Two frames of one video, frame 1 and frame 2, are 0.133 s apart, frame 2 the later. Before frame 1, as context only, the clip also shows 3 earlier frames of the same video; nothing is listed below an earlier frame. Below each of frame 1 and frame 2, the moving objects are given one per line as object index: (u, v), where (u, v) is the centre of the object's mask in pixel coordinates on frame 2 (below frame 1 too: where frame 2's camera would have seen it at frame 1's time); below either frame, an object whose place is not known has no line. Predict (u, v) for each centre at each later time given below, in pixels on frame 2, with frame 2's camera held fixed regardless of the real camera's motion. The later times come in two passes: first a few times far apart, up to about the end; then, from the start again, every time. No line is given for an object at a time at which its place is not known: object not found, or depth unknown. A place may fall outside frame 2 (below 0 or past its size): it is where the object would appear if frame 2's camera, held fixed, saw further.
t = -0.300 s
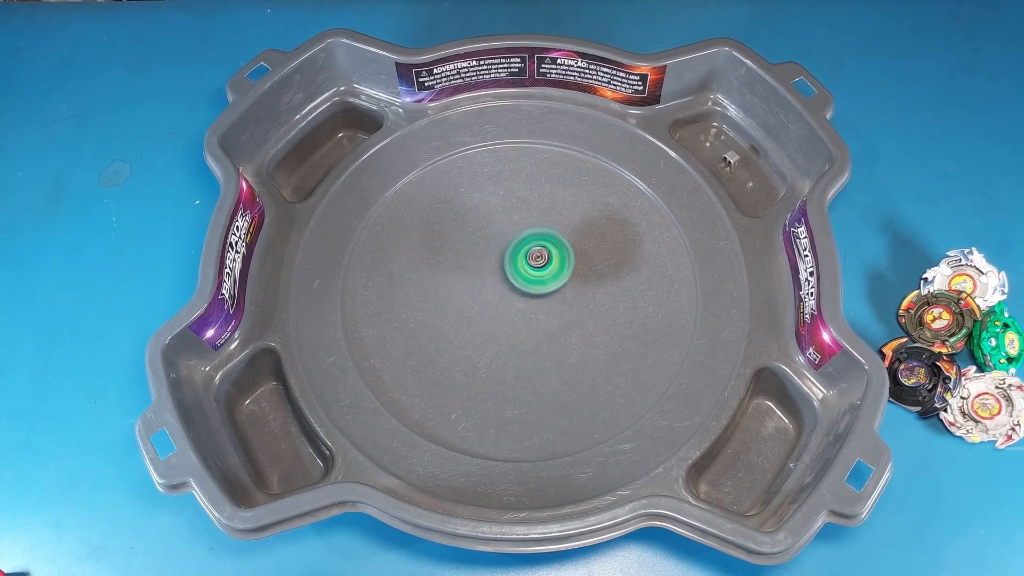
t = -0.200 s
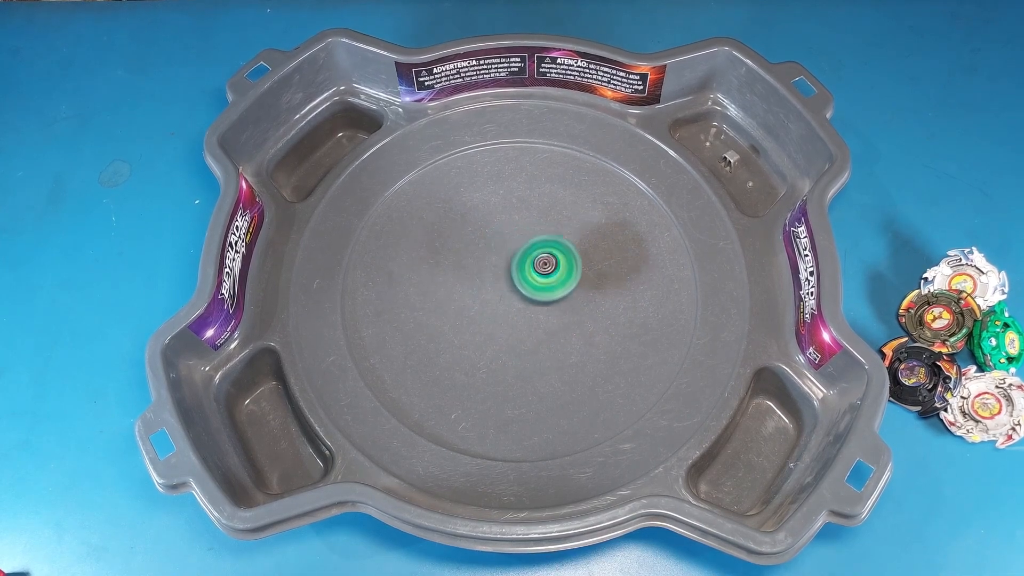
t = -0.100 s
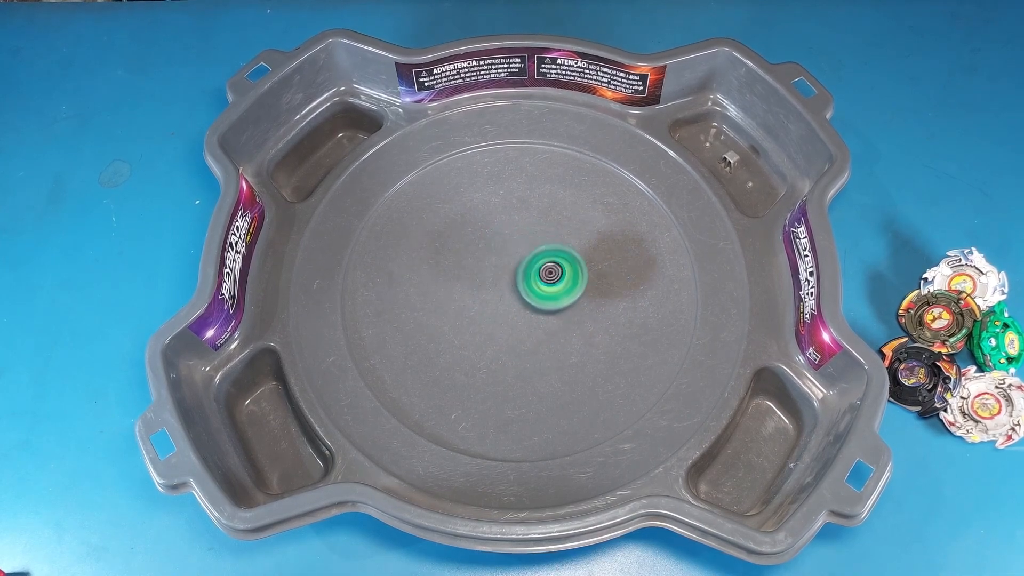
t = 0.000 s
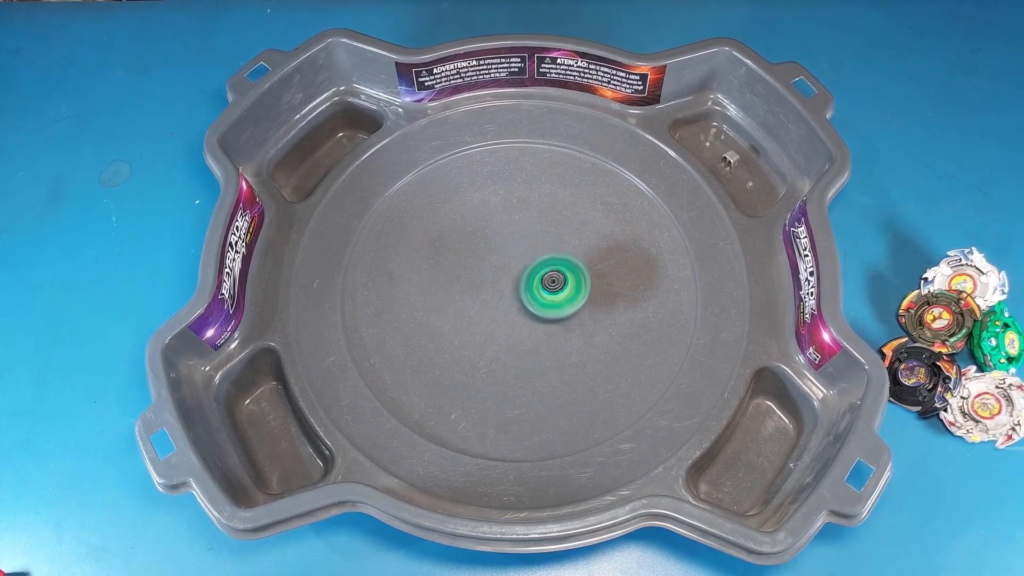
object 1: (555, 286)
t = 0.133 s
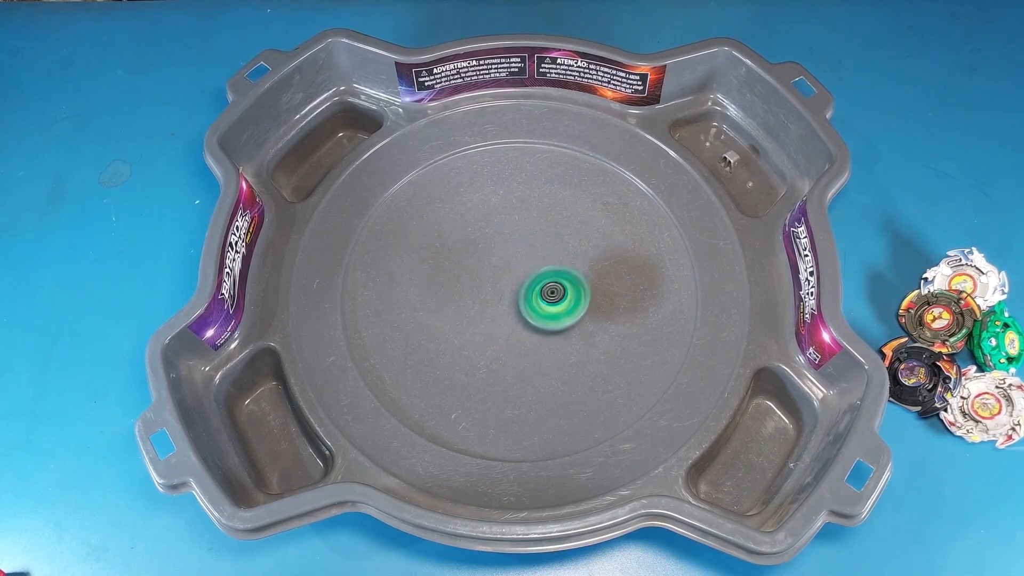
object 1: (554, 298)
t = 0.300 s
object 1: (546, 310)
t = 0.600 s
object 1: (524, 316)
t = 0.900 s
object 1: (504, 303)
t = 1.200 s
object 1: (499, 280)
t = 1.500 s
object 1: (508, 269)
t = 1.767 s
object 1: (522, 272)
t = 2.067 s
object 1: (536, 293)
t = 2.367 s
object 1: (531, 309)
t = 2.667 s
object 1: (513, 310)
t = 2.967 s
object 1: (502, 296)
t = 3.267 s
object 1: (507, 274)
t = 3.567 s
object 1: (525, 265)
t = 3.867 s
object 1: (538, 274)
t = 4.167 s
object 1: (531, 298)
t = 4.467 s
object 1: (522, 302)
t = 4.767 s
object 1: (505, 292)
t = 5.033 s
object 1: (506, 277)
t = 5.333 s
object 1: (512, 275)
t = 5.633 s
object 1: (519, 285)
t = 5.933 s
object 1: (518, 306)
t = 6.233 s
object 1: (506, 316)
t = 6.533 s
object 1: (498, 305)
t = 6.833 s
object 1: (509, 287)
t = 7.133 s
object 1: (531, 279)
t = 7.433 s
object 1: (544, 286)
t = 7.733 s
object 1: (537, 300)
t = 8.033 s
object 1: (517, 299)
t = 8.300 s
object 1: (505, 286)
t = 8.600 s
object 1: (509, 273)
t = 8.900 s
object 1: (523, 274)
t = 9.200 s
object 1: (528, 289)
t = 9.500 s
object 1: (515, 302)
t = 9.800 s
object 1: (502, 297)
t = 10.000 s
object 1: (503, 289)
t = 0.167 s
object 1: (553, 301)
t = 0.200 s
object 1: (551, 304)
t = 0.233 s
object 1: (550, 306)
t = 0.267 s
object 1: (548, 308)
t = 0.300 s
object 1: (546, 310)
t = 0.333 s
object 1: (543, 312)
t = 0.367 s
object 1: (541, 313)
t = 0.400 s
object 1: (539, 315)
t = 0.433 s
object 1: (536, 316)
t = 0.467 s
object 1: (533, 316)
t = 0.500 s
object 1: (531, 317)
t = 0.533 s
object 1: (529, 317)
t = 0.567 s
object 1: (526, 317)
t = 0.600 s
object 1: (524, 316)
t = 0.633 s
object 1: (522, 316)
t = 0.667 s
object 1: (520, 315)
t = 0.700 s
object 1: (517, 314)
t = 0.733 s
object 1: (514, 313)
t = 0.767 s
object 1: (512, 311)
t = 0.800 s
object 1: (510, 309)
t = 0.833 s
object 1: (507, 307)
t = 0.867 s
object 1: (505, 305)
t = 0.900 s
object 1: (504, 303)
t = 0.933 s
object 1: (502, 300)
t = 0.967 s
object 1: (501, 298)
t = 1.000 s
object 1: (500, 295)
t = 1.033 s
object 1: (499, 292)
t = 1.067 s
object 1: (499, 289)
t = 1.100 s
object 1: (499, 286)
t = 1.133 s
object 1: (499, 284)
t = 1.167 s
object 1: (499, 282)
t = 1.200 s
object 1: (499, 280)
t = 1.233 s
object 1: (500, 278)
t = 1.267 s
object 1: (500, 276)
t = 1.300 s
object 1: (501, 274)
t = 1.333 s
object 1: (502, 273)
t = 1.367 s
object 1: (503, 272)
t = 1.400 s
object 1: (504, 271)
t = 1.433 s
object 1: (505, 270)
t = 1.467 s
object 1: (507, 269)
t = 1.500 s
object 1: (508, 269)
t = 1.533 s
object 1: (510, 268)
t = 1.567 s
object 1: (512, 268)
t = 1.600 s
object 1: (514, 268)
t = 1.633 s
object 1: (515, 269)
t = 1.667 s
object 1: (517, 269)
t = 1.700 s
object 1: (519, 270)
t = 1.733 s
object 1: (520, 271)
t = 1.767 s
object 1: (522, 272)
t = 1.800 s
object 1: (524, 274)
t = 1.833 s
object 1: (526, 276)
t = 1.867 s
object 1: (528, 278)
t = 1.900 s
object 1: (530, 280)
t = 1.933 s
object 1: (532, 283)
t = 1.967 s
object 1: (534, 285)
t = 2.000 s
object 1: (535, 288)
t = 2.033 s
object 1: (535, 291)
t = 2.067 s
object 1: (536, 293)
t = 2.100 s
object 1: (536, 296)
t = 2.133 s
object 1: (536, 299)
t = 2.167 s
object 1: (536, 301)
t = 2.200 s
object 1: (535, 303)
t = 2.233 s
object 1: (535, 305)
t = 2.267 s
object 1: (534, 306)
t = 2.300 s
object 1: (533, 307)
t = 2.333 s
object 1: (533, 308)
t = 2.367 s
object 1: (531, 309)
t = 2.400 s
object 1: (529, 310)
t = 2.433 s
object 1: (528, 311)
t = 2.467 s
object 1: (526, 312)
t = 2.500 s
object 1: (524, 312)
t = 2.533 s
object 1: (522, 312)
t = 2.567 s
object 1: (520, 312)
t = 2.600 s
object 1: (518, 311)
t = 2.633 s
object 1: (515, 311)
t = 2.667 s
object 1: (513, 310)
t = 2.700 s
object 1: (511, 309)
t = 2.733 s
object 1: (509, 307)
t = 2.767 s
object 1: (508, 306)
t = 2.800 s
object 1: (507, 304)
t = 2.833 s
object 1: (506, 303)
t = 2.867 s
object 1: (505, 302)
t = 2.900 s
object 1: (504, 301)
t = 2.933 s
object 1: (503, 299)
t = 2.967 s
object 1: (502, 296)
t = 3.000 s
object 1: (501, 293)
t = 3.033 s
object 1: (501, 290)
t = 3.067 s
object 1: (501, 287)
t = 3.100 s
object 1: (502, 284)
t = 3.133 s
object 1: (502, 282)
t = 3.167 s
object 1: (503, 279)
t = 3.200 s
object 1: (504, 277)
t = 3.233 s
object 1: (505, 275)
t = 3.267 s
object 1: (507, 274)
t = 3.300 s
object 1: (508, 272)
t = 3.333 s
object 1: (509, 271)
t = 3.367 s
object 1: (510, 270)
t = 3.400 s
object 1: (511, 268)
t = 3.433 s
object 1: (512, 267)
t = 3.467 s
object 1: (515, 265)
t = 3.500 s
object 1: (519, 264)
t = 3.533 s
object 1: (522, 264)
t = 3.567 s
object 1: (525, 265)
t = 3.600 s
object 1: (527, 265)
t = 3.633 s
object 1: (529, 266)
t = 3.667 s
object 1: (531, 266)
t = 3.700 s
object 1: (533, 267)
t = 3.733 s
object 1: (534, 268)
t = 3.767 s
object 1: (536, 271)
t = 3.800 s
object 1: (537, 272)
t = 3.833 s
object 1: (537, 273)
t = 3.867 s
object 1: (538, 274)
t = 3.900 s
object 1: (539, 275)
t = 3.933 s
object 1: (539, 278)
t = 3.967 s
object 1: (539, 282)
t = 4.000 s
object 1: (537, 286)
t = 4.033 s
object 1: (536, 289)
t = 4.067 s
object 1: (535, 292)
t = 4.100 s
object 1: (534, 294)
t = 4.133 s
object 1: (533, 296)
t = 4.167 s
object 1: (531, 298)
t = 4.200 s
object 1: (530, 299)
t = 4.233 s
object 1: (528, 300)
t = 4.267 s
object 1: (526, 301)
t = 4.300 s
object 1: (525, 302)
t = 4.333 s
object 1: (524, 302)
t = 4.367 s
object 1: (523, 302)
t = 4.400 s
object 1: (522, 302)
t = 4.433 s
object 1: (522, 302)
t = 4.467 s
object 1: (522, 302)
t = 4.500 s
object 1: (519, 303)
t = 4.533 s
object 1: (515, 302)
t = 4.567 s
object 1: (512, 299)
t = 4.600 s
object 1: (512, 296)
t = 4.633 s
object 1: (511, 294)
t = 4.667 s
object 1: (510, 294)
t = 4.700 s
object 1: (509, 293)
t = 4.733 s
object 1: (507, 293)
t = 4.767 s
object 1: (505, 292)
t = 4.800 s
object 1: (502, 288)
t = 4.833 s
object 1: (502, 285)
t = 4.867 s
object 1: (504, 282)
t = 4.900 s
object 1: (505, 281)
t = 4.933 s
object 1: (506, 280)
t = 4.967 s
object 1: (506, 278)
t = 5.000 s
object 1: (506, 278)
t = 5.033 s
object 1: (506, 277)
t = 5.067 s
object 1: (507, 276)
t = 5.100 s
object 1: (508, 275)
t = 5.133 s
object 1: (508, 275)
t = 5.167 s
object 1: (509, 275)
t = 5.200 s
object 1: (510, 275)
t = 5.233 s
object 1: (510, 275)
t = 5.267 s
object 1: (511, 275)
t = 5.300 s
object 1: (511, 275)
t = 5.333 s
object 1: (512, 275)
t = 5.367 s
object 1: (513, 276)
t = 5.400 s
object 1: (514, 276)
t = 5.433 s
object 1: (515, 277)
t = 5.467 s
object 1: (516, 277)
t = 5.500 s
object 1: (517, 278)
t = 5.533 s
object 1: (517, 279)
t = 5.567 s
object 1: (518, 281)
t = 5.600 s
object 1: (519, 283)
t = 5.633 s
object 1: (519, 285)
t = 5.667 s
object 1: (520, 287)
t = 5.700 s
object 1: (520, 290)
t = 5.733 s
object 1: (520, 292)
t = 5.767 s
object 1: (520, 295)
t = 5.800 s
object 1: (520, 297)
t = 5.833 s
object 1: (520, 300)
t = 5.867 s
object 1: (519, 302)
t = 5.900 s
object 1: (518, 304)
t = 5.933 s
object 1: (518, 306)
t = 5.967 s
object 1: (517, 308)
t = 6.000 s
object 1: (516, 310)
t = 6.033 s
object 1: (514, 311)
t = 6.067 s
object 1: (513, 313)
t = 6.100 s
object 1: (512, 314)
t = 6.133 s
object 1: (510, 315)
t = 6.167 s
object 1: (509, 315)
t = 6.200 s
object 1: (508, 315)
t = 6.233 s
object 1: (506, 316)
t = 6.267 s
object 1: (504, 315)
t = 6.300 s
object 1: (503, 315)
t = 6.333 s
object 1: (501, 314)
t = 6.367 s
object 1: (500, 313)
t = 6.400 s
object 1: (499, 311)
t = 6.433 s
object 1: (498, 310)
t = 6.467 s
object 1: (498, 308)
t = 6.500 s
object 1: (498, 306)
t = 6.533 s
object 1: (498, 305)
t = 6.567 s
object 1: (498, 303)
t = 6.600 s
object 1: (499, 300)
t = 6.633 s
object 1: (500, 298)
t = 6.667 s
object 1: (501, 297)
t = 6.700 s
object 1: (502, 295)
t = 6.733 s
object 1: (503, 293)
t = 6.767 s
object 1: (505, 290)
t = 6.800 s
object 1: (507, 289)
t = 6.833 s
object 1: (509, 287)
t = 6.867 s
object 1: (511, 285)
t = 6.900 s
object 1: (514, 284)
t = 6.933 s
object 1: (516, 282)
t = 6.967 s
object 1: (519, 281)
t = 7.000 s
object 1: (521, 280)
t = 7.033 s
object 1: (523, 279)
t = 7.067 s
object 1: (526, 279)
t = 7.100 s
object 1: (528, 279)
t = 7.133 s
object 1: (531, 279)
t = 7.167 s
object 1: (533, 278)
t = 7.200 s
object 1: (535, 279)
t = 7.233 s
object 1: (537, 279)
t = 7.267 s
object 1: (538, 280)
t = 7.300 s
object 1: (540, 281)
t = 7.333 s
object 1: (541, 282)
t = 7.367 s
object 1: (542, 283)
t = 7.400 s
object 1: (543, 285)
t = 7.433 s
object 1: (544, 286)
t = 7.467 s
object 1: (544, 287)
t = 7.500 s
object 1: (544, 289)
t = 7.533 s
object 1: (544, 291)
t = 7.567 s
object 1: (543, 293)
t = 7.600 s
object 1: (542, 294)
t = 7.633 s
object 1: (541, 296)
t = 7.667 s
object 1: (540, 298)
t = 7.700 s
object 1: (539, 298)
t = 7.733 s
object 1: (537, 300)
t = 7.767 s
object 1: (535, 300)
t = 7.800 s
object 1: (533, 301)
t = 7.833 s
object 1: (531, 301)
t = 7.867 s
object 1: (528, 301)
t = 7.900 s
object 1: (526, 301)
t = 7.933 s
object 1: (524, 301)
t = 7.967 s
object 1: (521, 300)
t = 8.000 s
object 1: (519, 299)
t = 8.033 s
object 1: (517, 299)
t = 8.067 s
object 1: (514, 298)
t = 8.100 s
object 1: (512, 296)
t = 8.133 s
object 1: (510, 295)
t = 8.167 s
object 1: (509, 293)
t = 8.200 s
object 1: (507, 291)
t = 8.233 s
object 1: (506, 290)
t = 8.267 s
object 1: (505, 288)
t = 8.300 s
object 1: (505, 286)
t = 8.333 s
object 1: (504, 284)
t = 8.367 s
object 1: (504, 283)
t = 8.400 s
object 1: (504, 281)
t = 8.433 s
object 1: (505, 279)
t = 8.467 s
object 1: (505, 277)
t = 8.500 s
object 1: (506, 276)
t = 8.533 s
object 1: (507, 275)
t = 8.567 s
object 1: (508, 274)
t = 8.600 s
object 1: (509, 273)
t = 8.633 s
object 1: (510, 272)
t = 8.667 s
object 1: (511, 272)
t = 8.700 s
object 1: (513, 271)
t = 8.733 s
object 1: (515, 271)
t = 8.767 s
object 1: (517, 271)
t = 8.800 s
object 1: (518, 272)
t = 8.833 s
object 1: (520, 272)
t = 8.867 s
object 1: (522, 273)
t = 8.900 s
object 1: (523, 274)
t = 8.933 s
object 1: (525, 275)
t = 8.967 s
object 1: (526, 276)
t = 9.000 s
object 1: (527, 278)
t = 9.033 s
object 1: (528, 279)
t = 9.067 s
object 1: (528, 281)
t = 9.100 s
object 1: (529, 283)
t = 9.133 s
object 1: (528, 285)
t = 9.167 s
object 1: (528, 287)
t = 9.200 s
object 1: (528, 289)
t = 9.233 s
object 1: (528, 291)
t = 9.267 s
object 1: (527, 293)
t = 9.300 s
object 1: (525, 296)
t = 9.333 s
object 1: (524, 298)
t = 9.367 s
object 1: (522, 299)
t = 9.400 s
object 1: (521, 300)
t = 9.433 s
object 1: (519, 301)
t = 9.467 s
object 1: (517, 302)
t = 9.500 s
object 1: (515, 302)
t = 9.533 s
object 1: (513, 303)
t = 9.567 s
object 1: (512, 303)
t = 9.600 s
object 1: (510, 303)
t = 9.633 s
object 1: (508, 302)
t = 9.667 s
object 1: (507, 302)
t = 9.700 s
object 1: (506, 301)
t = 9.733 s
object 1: (505, 300)
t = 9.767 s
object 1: (503, 299)
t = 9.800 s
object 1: (502, 297)
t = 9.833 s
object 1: (502, 296)
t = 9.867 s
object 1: (501, 295)
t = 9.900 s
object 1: (501, 293)
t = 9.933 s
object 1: (502, 292)
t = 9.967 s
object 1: (502, 290)
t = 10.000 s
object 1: (503, 289)
